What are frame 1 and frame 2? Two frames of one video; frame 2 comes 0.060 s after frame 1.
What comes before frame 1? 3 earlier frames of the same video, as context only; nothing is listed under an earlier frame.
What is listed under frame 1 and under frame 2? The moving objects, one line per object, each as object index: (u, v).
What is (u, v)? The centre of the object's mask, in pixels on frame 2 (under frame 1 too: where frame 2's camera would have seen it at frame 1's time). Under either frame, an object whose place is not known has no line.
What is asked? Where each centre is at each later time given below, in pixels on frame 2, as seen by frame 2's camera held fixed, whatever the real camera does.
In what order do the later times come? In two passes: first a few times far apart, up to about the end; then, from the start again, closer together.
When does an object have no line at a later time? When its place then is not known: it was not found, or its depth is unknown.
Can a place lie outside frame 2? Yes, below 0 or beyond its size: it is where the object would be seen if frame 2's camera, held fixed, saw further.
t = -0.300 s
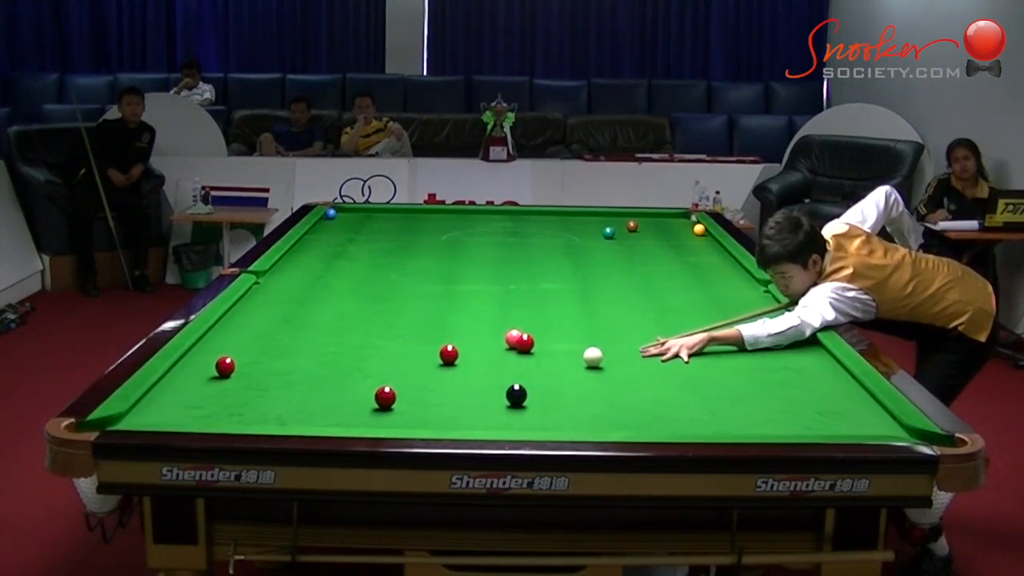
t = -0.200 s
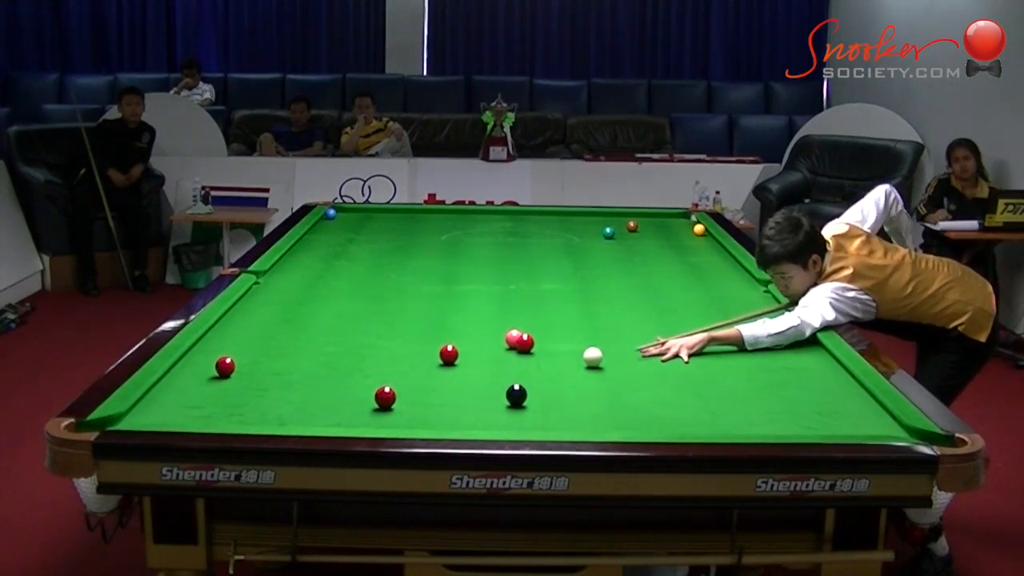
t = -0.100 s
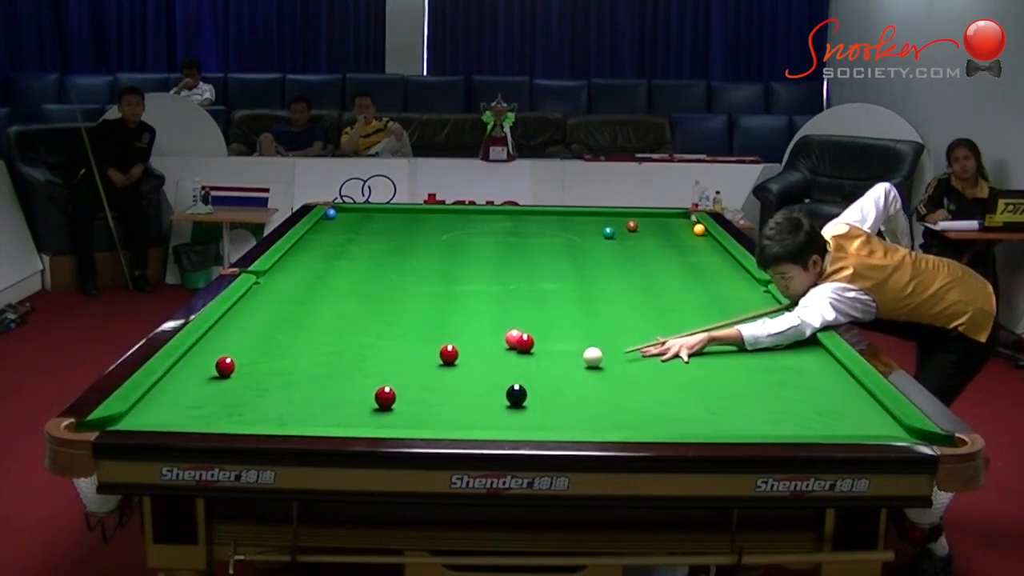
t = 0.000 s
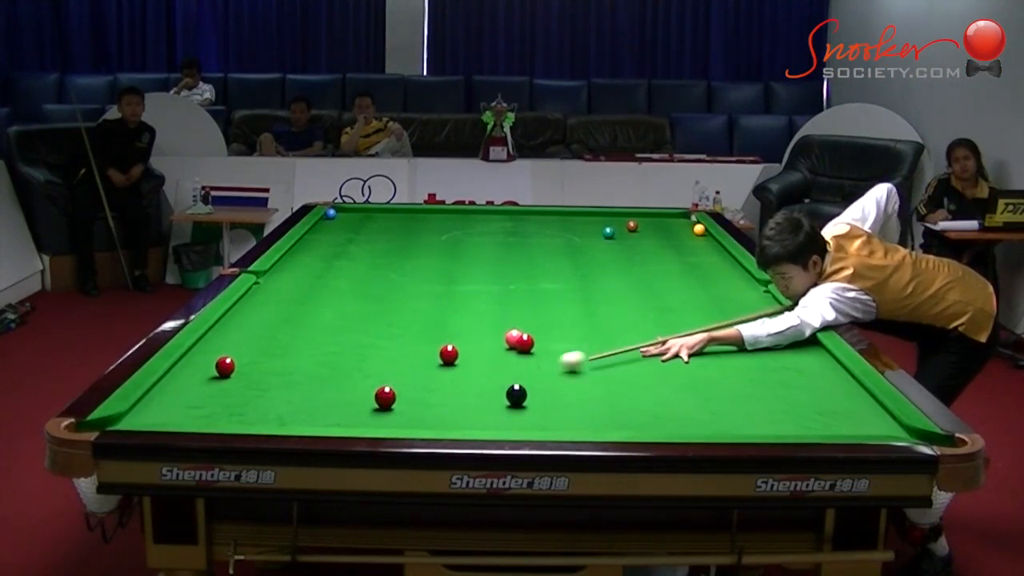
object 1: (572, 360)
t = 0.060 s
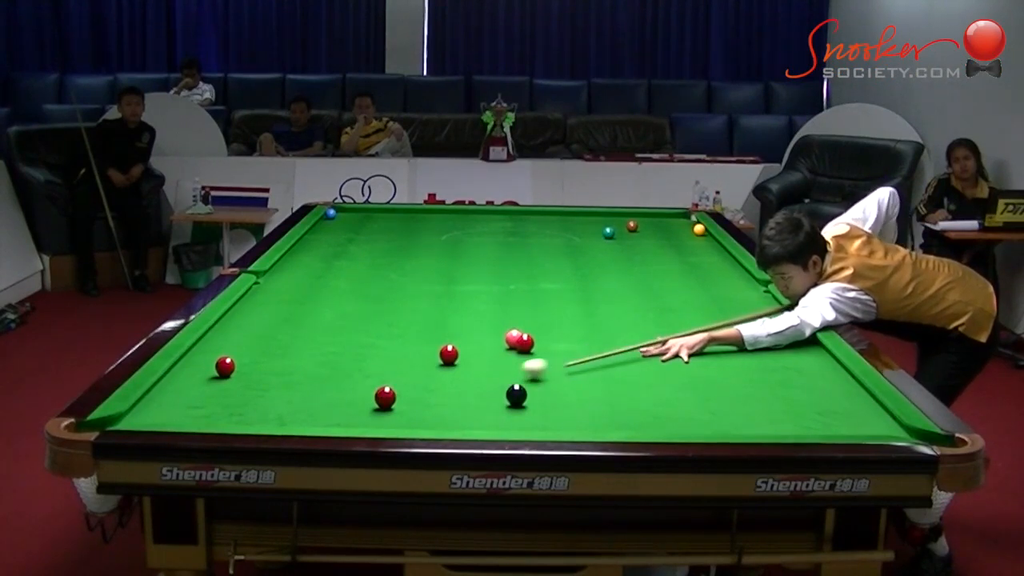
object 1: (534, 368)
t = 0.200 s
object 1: (452, 385)
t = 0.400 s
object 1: (406, 400)
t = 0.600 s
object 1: (392, 412)
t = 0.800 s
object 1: (378, 421)
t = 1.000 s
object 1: (371, 421)
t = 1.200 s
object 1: (370, 416)
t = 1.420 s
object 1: (369, 409)
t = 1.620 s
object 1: (368, 402)
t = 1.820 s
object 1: (367, 397)
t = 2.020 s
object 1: (366, 391)
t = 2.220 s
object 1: (365, 386)
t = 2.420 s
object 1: (364, 382)
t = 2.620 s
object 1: (363, 379)
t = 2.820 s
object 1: (363, 375)
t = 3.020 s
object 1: (362, 373)
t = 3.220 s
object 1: (362, 370)
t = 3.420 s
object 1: (361, 368)
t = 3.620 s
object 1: (361, 367)
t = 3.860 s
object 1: (360, 365)
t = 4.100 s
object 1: (360, 360)
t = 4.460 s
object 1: (363, 364)
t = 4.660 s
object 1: (360, 364)
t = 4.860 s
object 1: (360, 365)
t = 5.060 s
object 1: (360, 365)
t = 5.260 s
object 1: (360, 365)
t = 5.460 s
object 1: (360, 365)
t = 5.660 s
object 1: (360, 365)
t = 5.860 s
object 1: (360, 365)
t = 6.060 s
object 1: (360, 365)
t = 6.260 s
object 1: (360, 365)
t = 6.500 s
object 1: (360, 365)
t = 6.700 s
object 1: (360, 365)
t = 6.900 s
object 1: (360, 365)
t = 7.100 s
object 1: (360, 365)
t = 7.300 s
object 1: (360, 365)
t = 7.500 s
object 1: (360, 365)
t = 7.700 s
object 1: (360, 365)
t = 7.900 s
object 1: (360, 365)
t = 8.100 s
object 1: (360, 365)
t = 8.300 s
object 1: (360, 365)
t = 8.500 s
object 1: (360, 365)
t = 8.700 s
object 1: (360, 365)
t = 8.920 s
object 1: (360, 365)
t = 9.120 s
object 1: (360, 365)
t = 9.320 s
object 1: (360, 365)
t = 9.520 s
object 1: (360, 365)
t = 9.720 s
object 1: (360, 365)
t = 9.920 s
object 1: (360, 365)
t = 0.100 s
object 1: (510, 373)
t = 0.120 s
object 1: (498, 375)
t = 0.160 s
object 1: (475, 380)
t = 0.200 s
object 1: (452, 385)
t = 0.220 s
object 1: (441, 387)
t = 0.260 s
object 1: (420, 391)
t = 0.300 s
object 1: (406, 395)
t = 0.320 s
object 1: (407, 396)
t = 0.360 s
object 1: (407, 398)
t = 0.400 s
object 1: (406, 400)
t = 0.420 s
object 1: (405, 401)
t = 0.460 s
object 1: (402, 404)
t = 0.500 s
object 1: (400, 406)
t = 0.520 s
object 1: (398, 408)
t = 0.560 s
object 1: (395, 410)
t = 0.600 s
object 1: (392, 412)
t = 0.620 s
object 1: (391, 414)
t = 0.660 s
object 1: (388, 416)
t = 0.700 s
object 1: (385, 418)
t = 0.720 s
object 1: (383, 418)
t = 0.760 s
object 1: (380, 420)
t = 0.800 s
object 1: (378, 421)
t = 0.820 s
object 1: (376, 422)
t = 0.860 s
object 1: (373, 423)
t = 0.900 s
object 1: (372, 423)
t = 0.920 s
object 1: (371, 423)
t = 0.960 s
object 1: (371, 422)
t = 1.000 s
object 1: (371, 421)
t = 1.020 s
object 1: (371, 420)
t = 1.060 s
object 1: (371, 420)
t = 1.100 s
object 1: (370, 419)
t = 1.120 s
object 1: (370, 418)
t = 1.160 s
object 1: (370, 417)
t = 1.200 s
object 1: (370, 416)
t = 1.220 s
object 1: (370, 416)
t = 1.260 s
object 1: (369, 414)
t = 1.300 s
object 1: (369, 413)
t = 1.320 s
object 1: (369, 412)
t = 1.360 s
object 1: (369, 411)
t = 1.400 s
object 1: (369, 409)
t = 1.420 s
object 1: (369, 409)
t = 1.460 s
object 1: (369, 407)
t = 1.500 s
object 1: (368, 406)
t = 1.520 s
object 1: (368, 405)
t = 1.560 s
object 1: (368, 404)
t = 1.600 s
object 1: (368, 403)
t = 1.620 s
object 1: (368, 402)
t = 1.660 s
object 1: (368, 401)
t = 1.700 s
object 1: (368, 400)
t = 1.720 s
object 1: (367, 399)
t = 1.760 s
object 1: (367, 398)
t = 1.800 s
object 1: (367, 397)
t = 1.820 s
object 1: (367, 397)
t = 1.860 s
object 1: (367, 395)
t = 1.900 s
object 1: (366, 394)
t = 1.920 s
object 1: (366, 394)
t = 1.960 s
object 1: (366, 392)
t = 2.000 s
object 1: (366, 392)
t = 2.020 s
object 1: (366, 391)
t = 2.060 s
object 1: (366, 390)
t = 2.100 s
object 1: (366, 389)
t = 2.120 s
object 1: (365, 389)
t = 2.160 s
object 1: (365, 388)
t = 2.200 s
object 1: (365, 387)
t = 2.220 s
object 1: (365, 386)
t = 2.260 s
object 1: (365, 386)
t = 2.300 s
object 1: (365, 385)
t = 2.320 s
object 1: (364, 384)
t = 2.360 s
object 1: (364, 383)
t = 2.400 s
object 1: (364, 383)
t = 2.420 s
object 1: (364, 382)
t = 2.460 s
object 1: (364, 382)
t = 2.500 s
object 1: (364, 381)
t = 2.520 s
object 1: (364, 380)
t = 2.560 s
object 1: (364, 380)
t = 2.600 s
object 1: (363, 379)
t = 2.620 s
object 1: (363, 379)
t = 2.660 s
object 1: (363, 378)
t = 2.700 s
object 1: (363, 377)
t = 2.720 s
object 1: (363, 377)
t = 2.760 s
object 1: (363, 376)
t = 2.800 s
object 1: (363, 376)
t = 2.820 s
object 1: (363, 375)
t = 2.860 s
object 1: (363, 375)
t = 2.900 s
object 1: (362, 374)
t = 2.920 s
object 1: (362, 374)
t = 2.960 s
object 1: (362, 373)
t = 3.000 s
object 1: (362, 373)
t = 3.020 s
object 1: (362, 373)
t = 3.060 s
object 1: (362, 372)
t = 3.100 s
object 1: (362, 372)
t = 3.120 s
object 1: (362, 371)
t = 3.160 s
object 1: (362, 371)
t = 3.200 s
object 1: (362, 370)
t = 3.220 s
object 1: (362, 370)
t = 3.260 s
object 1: (362, 370)
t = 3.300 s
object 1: (362, 369)
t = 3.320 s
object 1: (362, 369)
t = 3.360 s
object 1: (362, 369)
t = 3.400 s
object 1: (362, 369)
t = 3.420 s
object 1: (361, 368)
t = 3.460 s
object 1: (361, 368)
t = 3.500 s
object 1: (361, 368)
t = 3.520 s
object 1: (361, 368)
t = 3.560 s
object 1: (361, 367)
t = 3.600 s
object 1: (361, 367)
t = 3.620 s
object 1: (361, 367)
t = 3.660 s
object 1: (361, 366)
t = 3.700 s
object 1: (361, 366)
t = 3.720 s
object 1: (361, 366)
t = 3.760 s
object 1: (361, 366)
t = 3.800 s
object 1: (360, 366)
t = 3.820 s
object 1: (360, 366)
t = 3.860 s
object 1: (360, 365)
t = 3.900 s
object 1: (360, 365)
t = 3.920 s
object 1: (360, 365)
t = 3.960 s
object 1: (360, 365)
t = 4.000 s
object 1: (358, 366)
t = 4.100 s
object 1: (360, 360)
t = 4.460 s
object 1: (363, 364)
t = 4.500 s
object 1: (360, 365)
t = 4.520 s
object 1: (360, 365)
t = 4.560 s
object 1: (360, 365)
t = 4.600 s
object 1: (360, 364)
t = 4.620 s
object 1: (360, 364)
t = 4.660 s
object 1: (360, 364)
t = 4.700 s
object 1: (360, 364)
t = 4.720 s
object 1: (360, 364)
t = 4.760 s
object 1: (360, 365)
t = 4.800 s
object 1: (360, 365)
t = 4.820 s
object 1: (360, 365)
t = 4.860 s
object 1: (360, 365)
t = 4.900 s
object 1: (360, 365)
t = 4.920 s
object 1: (360, 365)
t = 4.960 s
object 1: (360, 365)
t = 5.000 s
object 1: (360, 364)
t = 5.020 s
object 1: (360, 365)
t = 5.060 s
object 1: (360, 365)
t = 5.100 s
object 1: (360, 365)
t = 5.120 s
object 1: (360, 365)
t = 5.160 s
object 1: (360, 365)
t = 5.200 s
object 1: (360, 365)
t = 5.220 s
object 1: (360, 365)
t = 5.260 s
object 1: (360, 365)
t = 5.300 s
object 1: (360, 365)
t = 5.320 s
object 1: (360, 365)
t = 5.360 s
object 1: (360, 365)
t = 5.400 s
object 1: (360, 365)
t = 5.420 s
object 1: (360, 365)
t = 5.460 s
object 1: (360, 365)
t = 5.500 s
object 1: (360, 365)
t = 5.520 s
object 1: (360, 365)
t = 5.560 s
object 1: (360, 365)
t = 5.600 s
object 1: (360, 365)
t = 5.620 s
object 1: (360, 365)
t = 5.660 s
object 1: (360, 365)
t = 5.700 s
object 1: (360, 365)
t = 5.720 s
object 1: (360, 365)
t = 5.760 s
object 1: (360, 365)
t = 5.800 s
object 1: (360, 365)
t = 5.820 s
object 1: (360, 365)
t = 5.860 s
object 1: (360, 365)
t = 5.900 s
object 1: (360, 365)
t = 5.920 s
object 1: (360, 365)
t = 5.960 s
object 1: (360, 365)
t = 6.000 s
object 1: (360, 365)
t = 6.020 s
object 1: (360, 365)
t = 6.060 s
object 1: (360, 365)
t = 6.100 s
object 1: (360, 365)
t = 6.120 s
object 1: (360, 365)
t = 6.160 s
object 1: (360, 365)
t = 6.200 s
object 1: (360, 365)
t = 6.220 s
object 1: (360, 365)
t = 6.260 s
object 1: (360, 365)
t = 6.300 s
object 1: (360, 365)
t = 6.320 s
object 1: (360, 365)
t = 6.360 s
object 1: (360, 365)
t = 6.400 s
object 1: (360, 365)
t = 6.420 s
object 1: (360, 365)
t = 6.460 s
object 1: (360, 365)
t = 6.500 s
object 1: (360, 365)
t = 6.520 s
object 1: (360, 365)
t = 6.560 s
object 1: (360, 365)
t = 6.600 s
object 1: (360, 365)
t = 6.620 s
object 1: (360, 365)
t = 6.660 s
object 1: (360, 365)
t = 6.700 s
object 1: (360, 365)
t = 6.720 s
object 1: (360, 365)
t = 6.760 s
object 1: (360, 365)
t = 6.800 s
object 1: (360, 365)
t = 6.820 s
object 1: (360, 365)
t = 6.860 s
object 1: (360, 365)
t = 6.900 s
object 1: (360, 365)
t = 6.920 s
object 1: (360, 365)
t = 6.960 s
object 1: (360, 365)
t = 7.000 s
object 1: (360, 365)
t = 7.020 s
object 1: (360, 365)
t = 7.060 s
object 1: (360, 365)
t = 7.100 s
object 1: (360, 365)
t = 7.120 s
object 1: (360, 365)
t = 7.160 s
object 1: (360, 365)
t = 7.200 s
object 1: (360, 365)
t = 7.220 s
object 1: (360, 365)
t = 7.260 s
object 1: (360, 365)
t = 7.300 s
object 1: (360, 365)
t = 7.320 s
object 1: (360, 365)
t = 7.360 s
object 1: (360, 365)
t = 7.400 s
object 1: (360, 365)
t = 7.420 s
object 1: (360, 364)
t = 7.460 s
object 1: (360, 365)
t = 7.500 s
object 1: (360, 365)
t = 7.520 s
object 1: (360, 365)
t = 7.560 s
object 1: (360, 365)
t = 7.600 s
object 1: (360, 365)
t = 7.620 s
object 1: (360, 365)
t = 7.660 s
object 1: (360, 365)
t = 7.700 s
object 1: (360, 365)
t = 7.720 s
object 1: (360, 365)
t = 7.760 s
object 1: (360, 364)
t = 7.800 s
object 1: (360, 365)
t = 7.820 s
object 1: (360, 365)
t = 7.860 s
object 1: (360, 365)
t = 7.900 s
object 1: (360, 365)
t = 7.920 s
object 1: (360, 365)
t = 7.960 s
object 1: (360, 365)
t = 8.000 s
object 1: (360, 365)
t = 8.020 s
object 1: (360, 365)
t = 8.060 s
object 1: (360, 365)
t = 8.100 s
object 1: (360, 365)
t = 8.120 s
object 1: (360, 365)
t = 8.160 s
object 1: (360, 365)
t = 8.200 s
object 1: (360, 365)
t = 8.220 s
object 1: (360, 365)
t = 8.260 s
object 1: (360, 365)
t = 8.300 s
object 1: (360, 365)
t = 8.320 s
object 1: (360, 365)
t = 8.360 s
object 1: (360, 365)
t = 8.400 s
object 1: (360, 365)
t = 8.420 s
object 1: (360, 365)
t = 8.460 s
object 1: (360, 365)
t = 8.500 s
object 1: (360, 365)
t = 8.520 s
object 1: (360, 365)
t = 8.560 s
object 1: (360, 365)
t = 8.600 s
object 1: (360, 365)
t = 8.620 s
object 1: (360, 365)
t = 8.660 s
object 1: (360, 365)
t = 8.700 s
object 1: (360, 365)
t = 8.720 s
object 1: (360, 365)
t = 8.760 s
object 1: (360, 365)
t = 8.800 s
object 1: (360, 365)
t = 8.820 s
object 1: (360, 365)
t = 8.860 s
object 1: (360, 365)
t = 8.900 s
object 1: (360, 365)
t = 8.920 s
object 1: (360, 365)
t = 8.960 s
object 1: (360, 365)
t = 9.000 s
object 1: (360, 365)
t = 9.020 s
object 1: (360, 365)
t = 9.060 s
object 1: (360, 365)
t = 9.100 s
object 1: (360, 365)
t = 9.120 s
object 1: (360, 365)
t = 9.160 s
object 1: (360, 365)
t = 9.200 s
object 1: (360, 365)
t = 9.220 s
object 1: (360, 365)
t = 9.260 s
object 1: (360, 365)
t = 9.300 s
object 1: (360, 365)
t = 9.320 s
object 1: (360, 365)
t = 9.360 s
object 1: (360, 365)
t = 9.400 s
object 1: (360, 365)
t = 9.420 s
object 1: (360, 365)
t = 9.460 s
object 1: (360, 365)
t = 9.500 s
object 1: (360, 365)
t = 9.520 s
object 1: (360, 365)
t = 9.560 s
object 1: (360, 365)
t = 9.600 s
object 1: (360, 365)
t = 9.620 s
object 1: (360, 365)
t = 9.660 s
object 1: (360, 365)
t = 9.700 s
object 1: (360, 365)
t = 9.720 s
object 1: (360, 365)
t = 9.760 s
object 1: (360, 365)
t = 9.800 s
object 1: (360, 365)
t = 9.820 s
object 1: (360, 365)
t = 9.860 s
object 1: (360, 365)
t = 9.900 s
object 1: (360, 365)
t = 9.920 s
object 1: (360, 365)
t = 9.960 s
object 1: (360, 365)
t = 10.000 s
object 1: (360, 365)
